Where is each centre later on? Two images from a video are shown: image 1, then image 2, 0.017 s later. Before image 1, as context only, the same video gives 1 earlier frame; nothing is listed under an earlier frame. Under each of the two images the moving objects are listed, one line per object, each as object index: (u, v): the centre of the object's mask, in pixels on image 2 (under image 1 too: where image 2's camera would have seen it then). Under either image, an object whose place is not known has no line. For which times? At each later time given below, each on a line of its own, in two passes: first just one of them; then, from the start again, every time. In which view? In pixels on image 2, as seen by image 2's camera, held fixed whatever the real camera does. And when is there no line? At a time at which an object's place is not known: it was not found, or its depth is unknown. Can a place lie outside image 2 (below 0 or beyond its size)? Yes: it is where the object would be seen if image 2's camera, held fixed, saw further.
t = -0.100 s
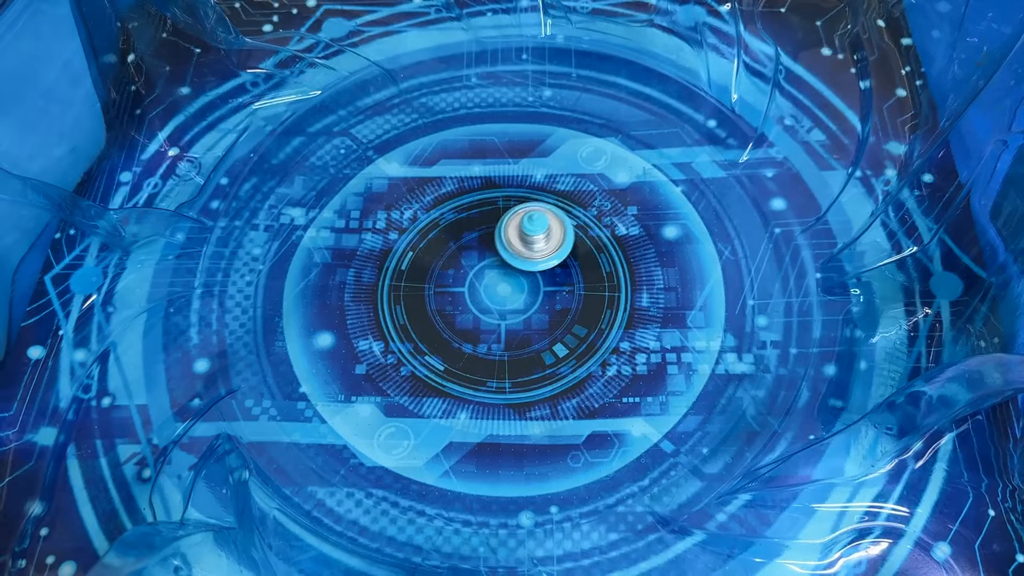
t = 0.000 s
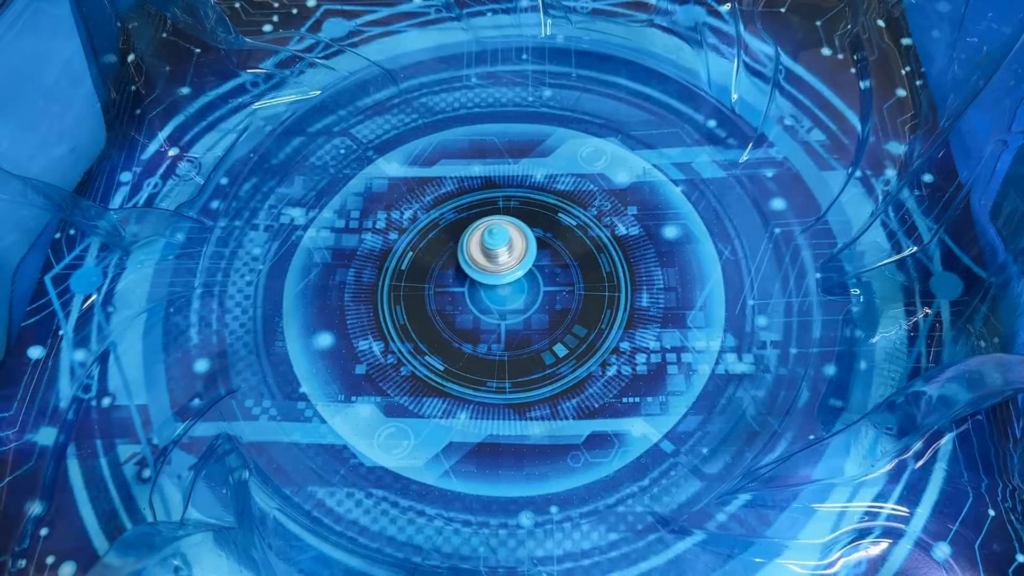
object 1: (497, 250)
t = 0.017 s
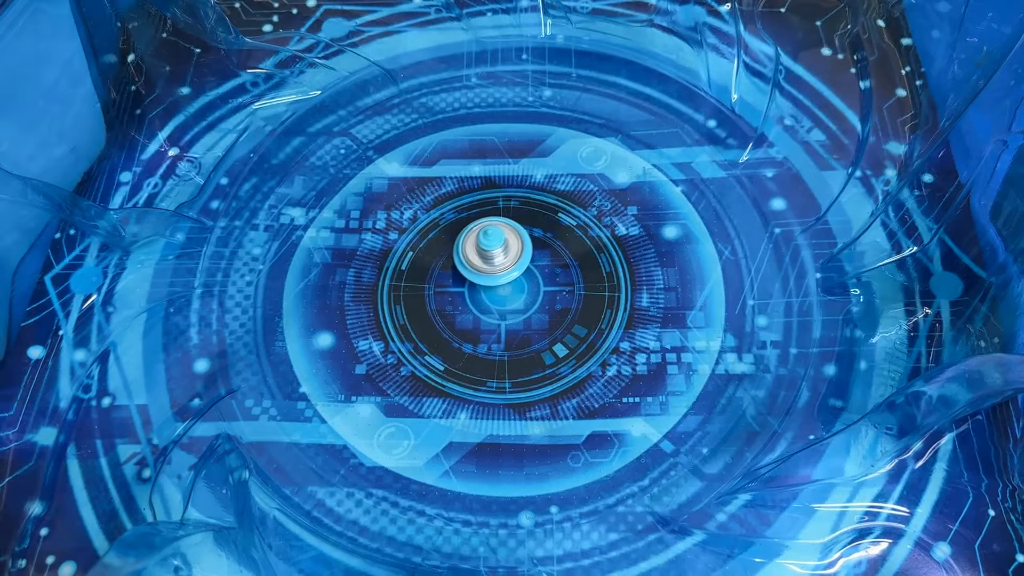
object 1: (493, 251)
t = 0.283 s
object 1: (492, 250)
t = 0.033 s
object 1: (489, 252)
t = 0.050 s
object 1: (486, 252)
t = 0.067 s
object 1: (484, 253)
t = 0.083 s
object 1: (482, 253)
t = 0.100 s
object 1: (481, 253)
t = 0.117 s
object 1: (480, 253)
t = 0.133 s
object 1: (480, 253)
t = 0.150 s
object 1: (481, 253)
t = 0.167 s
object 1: (482, 252)
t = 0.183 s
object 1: (484, 252)
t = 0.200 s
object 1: (485, 252)
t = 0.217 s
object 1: (487, 251)
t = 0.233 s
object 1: (488, 251)
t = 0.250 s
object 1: (490, 251)
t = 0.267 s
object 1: (491, 250)
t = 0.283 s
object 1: (492, 250)
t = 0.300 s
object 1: (493, 249)
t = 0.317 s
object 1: (494, 249)
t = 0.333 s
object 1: (495, 248)
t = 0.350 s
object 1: (496, 248)
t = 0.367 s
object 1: (496, 248)
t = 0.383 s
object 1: (497, 247)
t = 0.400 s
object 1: (497, 247)
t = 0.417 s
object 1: (498, 247)
